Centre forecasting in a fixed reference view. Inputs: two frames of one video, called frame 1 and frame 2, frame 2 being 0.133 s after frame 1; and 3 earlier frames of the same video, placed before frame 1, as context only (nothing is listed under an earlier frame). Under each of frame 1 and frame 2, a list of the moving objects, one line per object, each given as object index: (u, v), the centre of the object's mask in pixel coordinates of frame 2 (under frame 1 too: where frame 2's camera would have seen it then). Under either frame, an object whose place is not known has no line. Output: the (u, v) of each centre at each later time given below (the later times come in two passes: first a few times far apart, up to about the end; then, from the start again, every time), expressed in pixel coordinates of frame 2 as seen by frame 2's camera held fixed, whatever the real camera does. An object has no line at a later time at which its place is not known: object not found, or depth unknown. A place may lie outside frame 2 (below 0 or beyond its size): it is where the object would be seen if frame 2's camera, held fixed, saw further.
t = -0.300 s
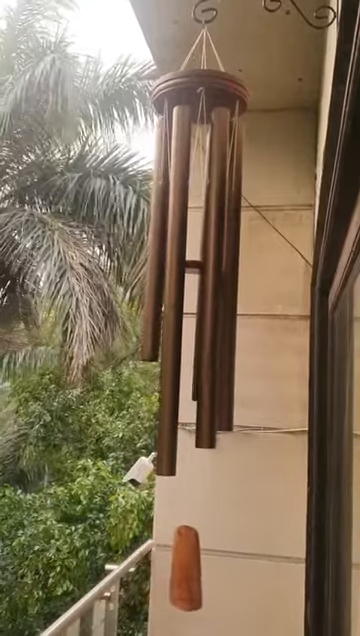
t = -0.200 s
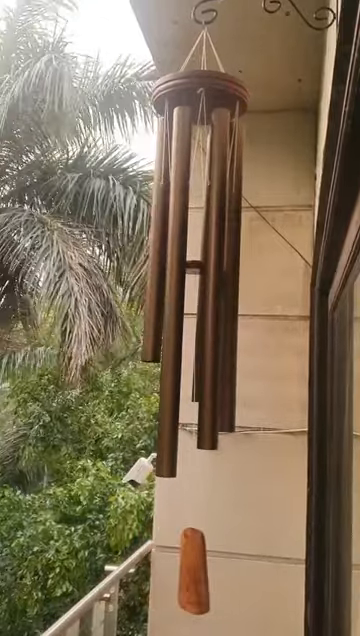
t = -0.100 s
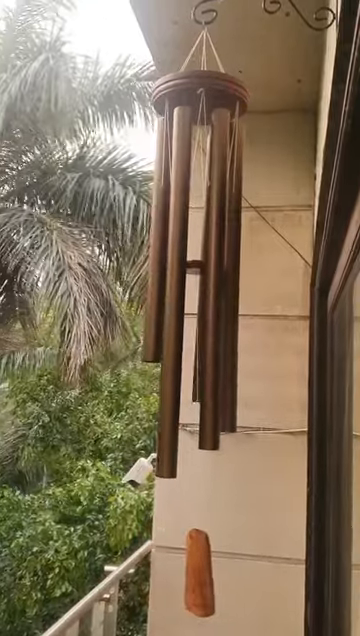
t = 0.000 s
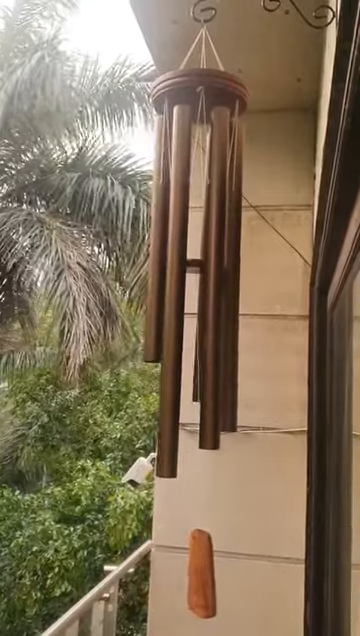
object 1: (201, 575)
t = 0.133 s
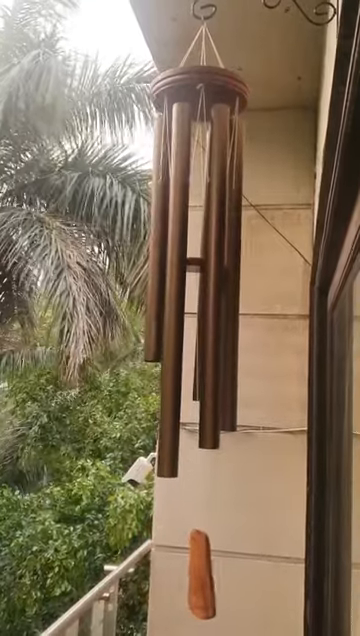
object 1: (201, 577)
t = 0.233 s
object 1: (196, 577)
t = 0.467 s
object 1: (178, 576)
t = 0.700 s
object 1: (160, 573)
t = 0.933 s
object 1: (154, 571)
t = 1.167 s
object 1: (162, 571)
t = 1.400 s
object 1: (181, 576)
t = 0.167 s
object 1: (199, 576)
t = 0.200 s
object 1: (198, 577)
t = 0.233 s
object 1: (196, 577)
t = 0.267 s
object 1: (195, 577)
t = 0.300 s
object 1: (192, 577)
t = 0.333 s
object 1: (190, 577)
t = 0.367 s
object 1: (187, 577)
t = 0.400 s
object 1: (184, 577)
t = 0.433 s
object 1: (181, 577)
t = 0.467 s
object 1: (178, 576)
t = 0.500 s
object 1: (176, 575)
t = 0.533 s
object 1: (173, 575)
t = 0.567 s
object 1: (170, 574)
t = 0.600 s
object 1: (168, 574)
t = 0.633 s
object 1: (164, 574)
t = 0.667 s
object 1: (162, 573)
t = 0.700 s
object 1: (160, 573)
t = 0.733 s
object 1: (158, 573)
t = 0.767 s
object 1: (157, 573)
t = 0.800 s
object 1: (156, 573)
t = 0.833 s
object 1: (156, 571)
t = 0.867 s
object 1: (155, 571)
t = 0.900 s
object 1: (155, 571)
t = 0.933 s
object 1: (154, 571)
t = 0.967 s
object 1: (155, 570)
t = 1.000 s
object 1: (155, 570)
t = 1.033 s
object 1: (155, 570)
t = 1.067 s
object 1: (156, 570)
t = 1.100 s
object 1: (158, 570)
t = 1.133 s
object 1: (160, 570)
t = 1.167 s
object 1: (162, 571)
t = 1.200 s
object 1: (164, 571)
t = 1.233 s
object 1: (165, 572)
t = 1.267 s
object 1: (167, 572)
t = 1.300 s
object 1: (169, 572)
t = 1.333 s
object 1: (175, 574)
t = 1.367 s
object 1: (178, 575)
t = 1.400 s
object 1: (181, 576)
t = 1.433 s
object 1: (184, 576)
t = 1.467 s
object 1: (186, 577)
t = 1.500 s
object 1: (188, 577)
